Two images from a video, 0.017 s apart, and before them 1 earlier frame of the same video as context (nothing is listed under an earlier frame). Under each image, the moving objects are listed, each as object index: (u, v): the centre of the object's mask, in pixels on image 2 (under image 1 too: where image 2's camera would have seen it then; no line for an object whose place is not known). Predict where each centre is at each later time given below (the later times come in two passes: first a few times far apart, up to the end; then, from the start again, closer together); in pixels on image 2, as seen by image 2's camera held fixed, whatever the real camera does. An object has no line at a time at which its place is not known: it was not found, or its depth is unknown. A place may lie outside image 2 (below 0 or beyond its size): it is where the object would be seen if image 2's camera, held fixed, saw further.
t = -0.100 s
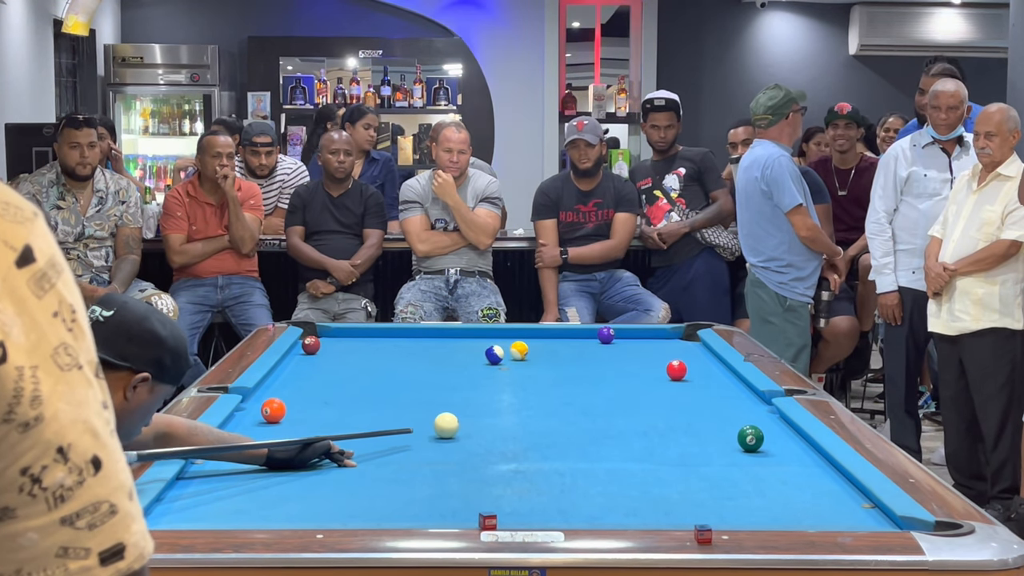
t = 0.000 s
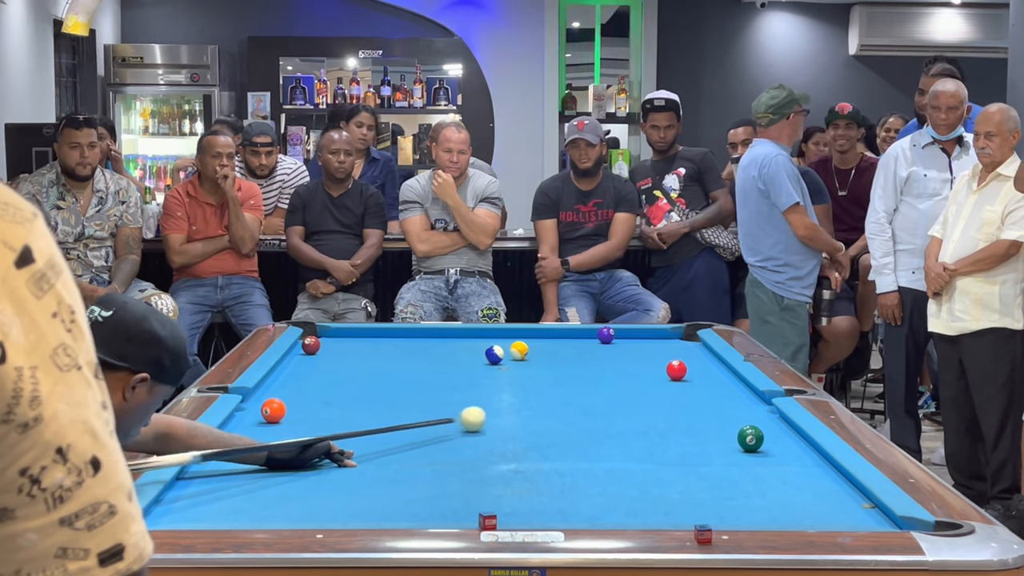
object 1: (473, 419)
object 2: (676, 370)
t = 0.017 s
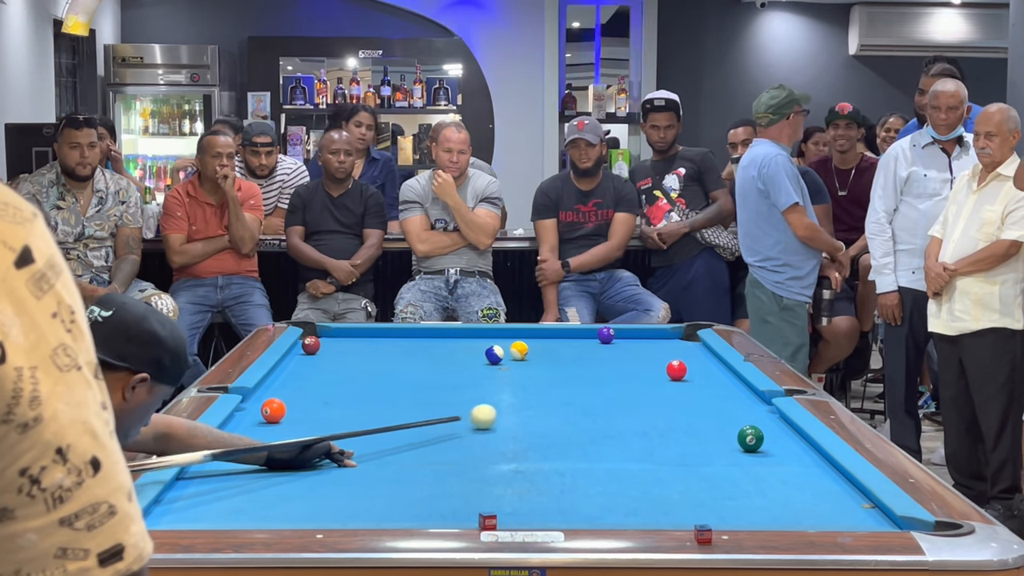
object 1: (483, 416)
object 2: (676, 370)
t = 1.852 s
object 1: (453, 360)
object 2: (678, 332)
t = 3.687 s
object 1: (389, 351)
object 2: (681, 333)
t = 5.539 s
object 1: (494, 343)
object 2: (681, 333)
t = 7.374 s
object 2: (681, 333)
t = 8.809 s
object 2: (681, 333)
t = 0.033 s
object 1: (493, 414)
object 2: (676, 370)
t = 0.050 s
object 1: (503, 412)
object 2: (676, 370)
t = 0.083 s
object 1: (521, 408)
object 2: (676, 370)
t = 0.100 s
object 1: (530, 406)
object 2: (676, 370)
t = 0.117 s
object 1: (538, 404)
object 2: (676, 370)
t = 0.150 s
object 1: (553, 401)
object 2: (676, 370)
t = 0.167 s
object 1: (561, 399)
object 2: (676, 370)
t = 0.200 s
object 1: (576, 396)
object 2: (676, 370)
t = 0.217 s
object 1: (584, 394)
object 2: (676, 370)
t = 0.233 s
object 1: (591, 392)
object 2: (676, 370)
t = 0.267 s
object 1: (605, 389)
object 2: (676, 370)
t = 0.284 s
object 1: (612, 387)
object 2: (676, 370)
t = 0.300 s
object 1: (619, 386)
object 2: (676, 370)
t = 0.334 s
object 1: (633, 383)
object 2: (676, 370)
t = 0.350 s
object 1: (640, 381)
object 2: (676, 370)
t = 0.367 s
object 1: (646, 380)
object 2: (676, 370)
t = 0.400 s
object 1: (659, 377)
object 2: (677, 369)
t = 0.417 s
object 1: (665, 375)
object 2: (679, 368)
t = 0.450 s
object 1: (678, 373)
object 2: (676, 362)
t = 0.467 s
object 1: (683, 373)
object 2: (674, 364)
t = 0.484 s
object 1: (688, 373)
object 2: (676, 365)
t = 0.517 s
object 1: (699, 373)
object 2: (679, 364)
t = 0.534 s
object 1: (704, 373)
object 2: (680, 363)
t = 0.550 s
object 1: (710, 373)
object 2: (681, 362)
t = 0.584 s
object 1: (721, 372)
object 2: (682, 360)
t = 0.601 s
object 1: (726, 372)
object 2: (682, 359)
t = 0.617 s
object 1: (725, 372)
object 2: (683, 358)
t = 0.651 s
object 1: (716, 371)
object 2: (684, 356)
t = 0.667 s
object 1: (712, 371)
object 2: (684, 355)
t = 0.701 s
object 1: (704, 371)
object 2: (685, 353)
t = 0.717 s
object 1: (700, 371)
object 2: (685, 353)
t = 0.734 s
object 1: (695, 371)
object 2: (686, 352)
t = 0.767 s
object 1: (687, 370)
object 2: (687, 350)
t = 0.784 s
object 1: (683, 370)
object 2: (687, 349)
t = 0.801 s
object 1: (679, 370)
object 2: (688, 348)
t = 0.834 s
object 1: (671, 370)
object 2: (688, 347)
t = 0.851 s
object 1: (667, 369)
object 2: (689, 346)
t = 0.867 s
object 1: (663, 369)
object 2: (689, 345)
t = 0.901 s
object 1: (655, 369)
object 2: (690, 343)
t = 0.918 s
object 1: (651, 369)
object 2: (691, 342)
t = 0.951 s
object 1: (643, 368)
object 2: (691, 341)
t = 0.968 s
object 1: (639, 368)
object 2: (692, 340)
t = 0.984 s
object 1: (635, 368)
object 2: (692, 340)
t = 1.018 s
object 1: (628, 367)
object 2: (692, 338)
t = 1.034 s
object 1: (624, 367)
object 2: (691, 338)
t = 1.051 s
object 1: (620, 367)
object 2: (690, 337)
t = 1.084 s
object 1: (612, 367)
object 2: (687, 336)
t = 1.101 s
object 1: (609, 367)
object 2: (686, 336)
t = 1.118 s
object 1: (605, 366)
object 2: (684, 335)
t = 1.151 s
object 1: (597, 366)
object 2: (682, 334)
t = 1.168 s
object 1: (593, 366)
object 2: (681, 334)
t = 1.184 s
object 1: (590, 366)
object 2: (679, 333)
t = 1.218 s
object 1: (583, 365)
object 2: (678, 332)
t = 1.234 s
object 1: (579, 365)
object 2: (679, 332)
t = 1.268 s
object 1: (572, 365)
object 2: (683, 332)
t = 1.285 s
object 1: (568, 365)
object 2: (684, 332)
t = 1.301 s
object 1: (564, 365)
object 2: (686, 332)
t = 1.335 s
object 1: (557, 364)
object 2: (689, 333)
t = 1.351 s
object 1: (554, 364)
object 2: (691, 333)
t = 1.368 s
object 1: (550, 364)
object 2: (692, 333)
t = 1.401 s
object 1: (543, 364)
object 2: (691, 333)
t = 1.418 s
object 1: (540, 363)
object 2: (691, 333)
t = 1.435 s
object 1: (536, 363)
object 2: (690, 333)
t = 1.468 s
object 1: (529, 363)
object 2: (689, 333)
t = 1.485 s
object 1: (526, 363)
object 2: (688, 333)
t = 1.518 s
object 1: (519, 362)
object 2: (687, 333)
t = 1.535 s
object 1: (516, 362)
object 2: (687, 333)
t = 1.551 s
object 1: (512, 362)
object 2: (686, 332)
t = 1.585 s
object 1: (506, 362)
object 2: (684, 333)
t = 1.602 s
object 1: (502, 362)
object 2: (683, 332)
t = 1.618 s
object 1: (499, 362)
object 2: (682, 332)
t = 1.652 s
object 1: (492, 361)
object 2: (681, 332)
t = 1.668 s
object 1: (489, 361)
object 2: (680, 332)
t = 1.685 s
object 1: (485, 361)
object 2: (679, 332)
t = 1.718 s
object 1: (479, 361)
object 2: (678, 332)
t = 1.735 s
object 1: (476, 360)
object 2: (678, 332)
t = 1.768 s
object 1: (469, 360)
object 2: (678, 332)
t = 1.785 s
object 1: (466, 360)
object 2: (678, 332)
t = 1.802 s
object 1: (463, 360)
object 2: (678, 332)
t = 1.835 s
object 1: (456, 360)
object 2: (678, 332)
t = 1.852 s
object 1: (453, 360)
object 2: (678, 332)
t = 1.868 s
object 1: (450, 360)
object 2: (678, 332)
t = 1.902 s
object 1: (444, 359)
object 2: (678, 332)
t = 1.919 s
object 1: (440, 359)
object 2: (679, 332)
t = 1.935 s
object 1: (437, 359)
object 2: (679, 332)
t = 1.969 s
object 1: (431, 359)
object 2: (679, 332)
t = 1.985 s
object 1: (428, 358)
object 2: (679, 332)
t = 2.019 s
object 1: (422, 358)
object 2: (679, 332)
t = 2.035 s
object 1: (419, 358)
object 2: (679, 332)
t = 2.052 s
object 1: (416, 358)
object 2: (679, 332)
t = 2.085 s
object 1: (410, 358)
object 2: (679, 332)
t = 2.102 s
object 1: (407, 358)
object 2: (680, 332)
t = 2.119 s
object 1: (404, 358)
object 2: (680, 332)
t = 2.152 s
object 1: (398, 357)
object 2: (680, 332)
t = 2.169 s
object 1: (395, 357)
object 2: (680, 333)
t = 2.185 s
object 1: (392, 357)
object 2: (680, 333)
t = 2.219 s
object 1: (386, 357)
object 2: (680, 333)
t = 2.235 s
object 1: (383, 357)
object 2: (680, 333)
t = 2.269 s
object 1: (377, 356)
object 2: (681, 333)
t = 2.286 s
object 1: (374, 356)
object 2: (681, 333)
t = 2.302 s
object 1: (372, 356)
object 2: (681, 333)
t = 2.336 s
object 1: (366, 356)
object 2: (681, 333)
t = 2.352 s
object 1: (363, 356)
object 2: (681, 333)
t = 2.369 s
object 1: (360, 356)
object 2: (681, 333)
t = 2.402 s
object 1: (355, 356)
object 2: (681, 333)
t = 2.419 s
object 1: (352, 356)
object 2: (681, 333)
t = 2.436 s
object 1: (349, 355)
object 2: (681, 333)
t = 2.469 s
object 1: (343, 355)
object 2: (681, 333)
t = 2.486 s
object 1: (340, 355)
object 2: (681, 333)
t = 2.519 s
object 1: (335, 355)
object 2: (681, 333)
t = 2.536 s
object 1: (332, 355)
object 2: (681, 333)
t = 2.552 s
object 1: (330, 355)
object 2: (681, 333)
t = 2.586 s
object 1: (324, 354)
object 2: (681, 333)
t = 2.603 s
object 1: (321, 354)
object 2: (681, 333)
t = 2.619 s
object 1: (319, 354)
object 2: (681, 333)
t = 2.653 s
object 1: (314, 354)
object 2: (681, 333)
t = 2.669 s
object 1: (311, 354)
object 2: (681, 333)
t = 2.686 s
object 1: (309, 353)
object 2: (681, 333)
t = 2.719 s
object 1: (304, 353)
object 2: (681, 333)
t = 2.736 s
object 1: (301, 353)
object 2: (681, 333)
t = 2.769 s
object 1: (296, 353)
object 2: (681, 333)
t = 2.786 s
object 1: (296, 353)
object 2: (681, 333)
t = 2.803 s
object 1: (297, 353)
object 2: (681, 333)
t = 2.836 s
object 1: (302, 353)
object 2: (681, 333)
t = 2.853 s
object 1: (303, 353)
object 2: (681, 333)
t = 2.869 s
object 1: (305, 353)
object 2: (681, 333)
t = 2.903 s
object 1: (309, 353)
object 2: (681, 333)
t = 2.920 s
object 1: (311, 352)
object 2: (681, 333)
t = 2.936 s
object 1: (313, 352)
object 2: (681, 333)
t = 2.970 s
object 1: (317, 352)
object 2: (681, 333)
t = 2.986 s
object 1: (319, 352)
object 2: (681, 333)
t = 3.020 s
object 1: (322, 352)
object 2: (681, 333)
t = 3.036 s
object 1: (324, 352)
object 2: (681, 333)
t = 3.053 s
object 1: (326, 352)
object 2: (681, 333)
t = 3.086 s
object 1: (330, 352)
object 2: (681, 333)
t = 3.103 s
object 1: (332, 352)
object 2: (681, 333)
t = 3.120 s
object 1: (334, 352)
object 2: (681, 333)
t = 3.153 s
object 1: (337, 352)
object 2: (681, 333)
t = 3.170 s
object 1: (339, 352)
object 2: (681, 333)
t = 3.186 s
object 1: (341, 352)
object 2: (681, 333)
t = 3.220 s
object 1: (344, 352)
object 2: (681, 333)
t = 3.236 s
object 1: (346, 352)
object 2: (681, 333)
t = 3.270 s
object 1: (350, 351)
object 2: (681, 333)
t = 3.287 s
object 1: (351, 352)
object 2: (681, 333)
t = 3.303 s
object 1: (353, 351)
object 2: (681, 333)
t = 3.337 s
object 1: (356, 351)
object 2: (681, 333)
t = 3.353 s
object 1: (358, 351)
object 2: (681, 333)
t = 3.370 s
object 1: (360, 351)
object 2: (681, 333)
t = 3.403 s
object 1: (363, 351)
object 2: (681, 333)
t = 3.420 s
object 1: (365, 351)
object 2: (681, 333)
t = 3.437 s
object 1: (366, 351)
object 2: (681, 333)
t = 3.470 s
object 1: (369, 351)
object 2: (681, 333)
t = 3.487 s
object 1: (371, 351)
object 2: (681, 333)
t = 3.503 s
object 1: (373, 351)
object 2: (681, 333)
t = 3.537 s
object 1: (376, 351)
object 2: (681, 333)
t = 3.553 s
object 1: (377, 351)
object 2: (681, 333)
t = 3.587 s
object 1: (380, 351)
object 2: (681, 333)
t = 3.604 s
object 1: (382, 351)
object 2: (681, 333)
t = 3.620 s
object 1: (383, 351)
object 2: (681, 333)
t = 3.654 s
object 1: (387, 351)
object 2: (681, 333)
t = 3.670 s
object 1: (388, 351)
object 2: (681, 333)
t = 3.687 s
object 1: (389, 351)
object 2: (681, 333)
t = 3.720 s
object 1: (392, 351)
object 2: (681, 333)
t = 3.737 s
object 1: (394, 351)
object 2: (681, 333)
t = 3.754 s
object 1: (395, 350)
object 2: (681, 333)
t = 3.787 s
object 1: (398, 350)
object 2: (681, 333)
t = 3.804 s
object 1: (400, 350)
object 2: (681, 333)
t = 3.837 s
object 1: (402, 350)
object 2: (681, 333)
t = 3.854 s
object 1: (404, 350)
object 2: (681, 333)
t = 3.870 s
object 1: (405, 350)
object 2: (681, 333)
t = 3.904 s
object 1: (408, 350)
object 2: (681, 333)
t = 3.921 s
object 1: (409, 350)
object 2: (681, 333)
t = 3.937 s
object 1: (410, 350)
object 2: (681, 333)
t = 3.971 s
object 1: (413, 350)
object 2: (681, 333)
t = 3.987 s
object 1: (414, 350)
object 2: (681, 333)
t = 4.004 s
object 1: (416, 350)
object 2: (681, 333)
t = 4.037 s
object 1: (418, 350)
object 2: (681, 333)
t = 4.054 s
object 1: (419, 350)
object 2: (681, 333)
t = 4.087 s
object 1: (422, 350)
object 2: (681, 333)
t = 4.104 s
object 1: (423, 350)
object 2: (681, 333)
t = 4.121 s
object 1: (424, 350)
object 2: (681, 333)
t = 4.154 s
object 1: (427, 349)
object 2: (681, 333)
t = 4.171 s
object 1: (428, 350)
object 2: (681, 333)
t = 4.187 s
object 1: (429, 350)
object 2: (681, 333)
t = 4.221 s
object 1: (431, 350)
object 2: (681, 333)
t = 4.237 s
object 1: (433, 350)
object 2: (681, 333)
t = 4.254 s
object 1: (434, 349)
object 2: (681, 333)
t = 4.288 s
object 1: (436, 349)
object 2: (681, 333)
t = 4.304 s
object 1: (437, 350)
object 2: (681, 333)
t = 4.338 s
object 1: (439, 350)
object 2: (681, 333)
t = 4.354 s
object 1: (440, 349)
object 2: (681, 333)
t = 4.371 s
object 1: (441, 349)
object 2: (681, 333)
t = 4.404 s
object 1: (444, 349)
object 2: (681, 333)
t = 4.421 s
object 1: (445, 349)
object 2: (681, 333)
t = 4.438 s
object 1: (446, 349)
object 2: (681, 333)
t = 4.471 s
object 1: (448, 349)
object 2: (681, 333)
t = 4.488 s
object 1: (449, 349)
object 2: (681, 333)
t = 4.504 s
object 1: (450, 349)
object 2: (681, 333)
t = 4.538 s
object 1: (452, 349)
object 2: (681, 333)
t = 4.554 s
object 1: (452, 349)
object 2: (681, 333)
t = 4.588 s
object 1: (454, 349)
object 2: (681, 333)
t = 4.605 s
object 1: (455, 349)
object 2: (681, 333)
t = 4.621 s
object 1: (456, 349)
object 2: (681, 333)
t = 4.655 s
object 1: (458, 349)
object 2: (681, 333)
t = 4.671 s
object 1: (459, 349)
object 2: (681, 333)
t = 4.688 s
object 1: (460, 349)
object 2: (681, 333)
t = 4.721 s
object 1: (462, 349)
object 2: (681, 333)
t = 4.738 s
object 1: (463, 349)
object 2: (681, 333)
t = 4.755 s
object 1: (464, 349)
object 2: (681, 333)
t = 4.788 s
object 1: (465, 349)
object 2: (681, 333)
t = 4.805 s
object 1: (466, 349)
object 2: (681, 333)
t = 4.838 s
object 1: (468, 349)
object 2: (681, 333)
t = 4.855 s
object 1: (469, 349)
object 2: (681, 333)
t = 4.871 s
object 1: (470, 349)
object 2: (681, 333)
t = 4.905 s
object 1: (471, 349)
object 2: (681, 333)
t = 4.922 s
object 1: (472, 349)
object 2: (681, 333)
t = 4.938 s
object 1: (473, 349)
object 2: (681, 333)
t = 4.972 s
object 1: (474, 349)
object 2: (681, 333)
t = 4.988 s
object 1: (475, 349)
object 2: (681, 333)
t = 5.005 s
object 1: (475, 349)
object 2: (681, 333)
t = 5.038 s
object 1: (477, 348)
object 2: (681, 333)
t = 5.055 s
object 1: (477, 349)
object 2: (681, 333)
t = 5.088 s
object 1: (479, 349)
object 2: (681, 333)
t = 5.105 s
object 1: (479, 348)
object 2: (681, 333)
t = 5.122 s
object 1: (479, 348)
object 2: (681, 333)
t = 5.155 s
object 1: (480, 348)
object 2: (681, 333)
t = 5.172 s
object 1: (481, 348)
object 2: (681, 333)
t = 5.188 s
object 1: (481, 348)
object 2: (681, 333)
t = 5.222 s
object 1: (482, 347)
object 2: (681, 333)
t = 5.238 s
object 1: (483, 347)
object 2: (681, 333)
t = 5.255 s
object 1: (483, 347)
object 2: (681, 333)
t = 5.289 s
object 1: (484, 347)
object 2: (681, 333)
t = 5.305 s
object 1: (485, 347)
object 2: (681, 333)
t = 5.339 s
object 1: (486, 346)
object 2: (681, 333)
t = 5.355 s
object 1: (486, 346)
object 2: (681, 333)
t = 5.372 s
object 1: (487, 346)
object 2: (681, 333)
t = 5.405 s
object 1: (488, 345)
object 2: (681, 333)
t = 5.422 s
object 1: (488, 345)
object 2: (681, 333)
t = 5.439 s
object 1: (489, 345)
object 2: (681, 333)
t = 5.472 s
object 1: (490, 344)
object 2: (681, 333)
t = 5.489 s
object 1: (492, 344)
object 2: (681, 333)
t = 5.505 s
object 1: (492, 344)
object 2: (681, 333)
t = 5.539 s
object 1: (494, 343)
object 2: (681, 333)
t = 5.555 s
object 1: (494, 343)
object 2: (681, 333)
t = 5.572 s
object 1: (495, 343)
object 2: (681, 333)
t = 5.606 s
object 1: (496, 343)
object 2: (681, 333)
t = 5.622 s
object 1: (497, 343)
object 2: (681, 333)
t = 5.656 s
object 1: (498, 344)
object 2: (681, 333)
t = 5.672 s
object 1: (498, 344)
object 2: (681, 333)
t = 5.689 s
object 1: (499, 344)
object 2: (681, 333)
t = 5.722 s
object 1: (500, 344)
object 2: (681, 333)
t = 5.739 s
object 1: (500, 344)
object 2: (681, 333)
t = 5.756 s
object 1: (501, 344)
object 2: (681, 333)
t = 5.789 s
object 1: (501, 345)
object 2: (681, 333)
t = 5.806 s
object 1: (502, 345)
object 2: (681, 333)
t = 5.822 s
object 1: (502, 345)
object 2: (681, 333)
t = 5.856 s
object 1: (503, 345)
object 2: (681, 333)
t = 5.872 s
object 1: (503, 345)
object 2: (681, 333)
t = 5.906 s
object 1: (503, 346)
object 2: (681, 333)
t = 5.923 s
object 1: (503, 346)
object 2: (681, 333)
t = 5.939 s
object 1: (504, 346)
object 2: (681, 333)
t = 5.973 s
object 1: (504, 346)
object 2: (681, 333)
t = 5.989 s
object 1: (504, 346)
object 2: (681, 333)
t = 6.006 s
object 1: (504, 346)
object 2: (681, 333)
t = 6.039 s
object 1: (504, 346)
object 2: (681, 333)
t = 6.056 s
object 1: (504, 346)
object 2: (681, 333)
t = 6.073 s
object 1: (504, 346)
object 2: (681, 333)
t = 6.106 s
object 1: (505, 346)
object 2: (681, 333)
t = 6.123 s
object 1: (505, 346)
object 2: (681, 333)
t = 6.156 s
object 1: (505, 346)
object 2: (681, 333)
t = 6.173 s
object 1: (505, 346)
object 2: (681, 333)
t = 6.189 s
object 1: (505, 347)
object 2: (681, 333)
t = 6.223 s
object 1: (505, 347)
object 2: (681, 333)
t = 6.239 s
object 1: (505, 347)
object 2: (681, 333)
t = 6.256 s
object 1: (505, 347)
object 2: (681, 333)
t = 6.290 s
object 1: (505, 347)
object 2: (681, 333)
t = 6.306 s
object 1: (505, 347)
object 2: (681, 333)
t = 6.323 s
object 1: (505, 347)
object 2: (681, 333)
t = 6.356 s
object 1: (505, 347)
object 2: (681, 333)
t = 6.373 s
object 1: (505, 347)
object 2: (681, 333)
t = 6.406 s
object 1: (505, 347)
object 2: (681, 333)
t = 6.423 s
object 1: (505, 347)
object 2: (681, 333)
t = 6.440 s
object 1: (505, 347)
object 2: (681, 333)
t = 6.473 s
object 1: (505, 347)
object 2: (682, 333)
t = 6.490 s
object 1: (505, 347)
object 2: (682, 333)
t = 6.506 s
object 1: (505, 347)
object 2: (681, 333)
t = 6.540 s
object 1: (505, 347)
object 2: (681, 333)
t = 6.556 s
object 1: (505, 347)
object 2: (681, 333)
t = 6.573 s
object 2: (682, 333)
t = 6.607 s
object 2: (682, 333)
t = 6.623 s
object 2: (682, 333)
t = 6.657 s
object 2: (681, 333)
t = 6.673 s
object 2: (681, 333)
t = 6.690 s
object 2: (681, 333)
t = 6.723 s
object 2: (681, 333)
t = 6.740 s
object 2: (681, 333)
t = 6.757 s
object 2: (681, 333)
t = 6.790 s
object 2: (681, 333)
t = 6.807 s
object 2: (681, 333)
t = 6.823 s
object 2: (681, 333)
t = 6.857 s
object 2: (681, 333)
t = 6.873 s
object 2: (681, 333)
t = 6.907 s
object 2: (681, 333)
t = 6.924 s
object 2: (681, 333)
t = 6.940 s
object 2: (681, 333)
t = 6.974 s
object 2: (681, 333)
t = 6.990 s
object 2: (681, 333)
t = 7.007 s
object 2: (681, 333)
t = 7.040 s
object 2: (681, 333)
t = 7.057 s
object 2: (681, 333)
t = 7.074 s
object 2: (681, 333)
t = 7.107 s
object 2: (681, 333)
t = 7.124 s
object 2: (681, 333)
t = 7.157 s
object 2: (681, 333)
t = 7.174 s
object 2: (681, 333)
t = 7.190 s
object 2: (681, 333)
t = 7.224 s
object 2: (681, 333)
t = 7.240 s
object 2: (681, 333)
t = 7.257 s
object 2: (681, 333)
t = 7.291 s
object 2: (681, 333)
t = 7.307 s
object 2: (681, 333)
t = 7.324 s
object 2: (681, 333)
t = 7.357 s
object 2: (681, 333)
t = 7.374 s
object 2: (681, 333)
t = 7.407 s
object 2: (681, 333)
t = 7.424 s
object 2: (681, 333)
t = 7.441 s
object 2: (681, 333)
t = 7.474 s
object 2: (681, 333)
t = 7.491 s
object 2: (681, 333)
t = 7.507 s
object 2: (681, 333)
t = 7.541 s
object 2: (681, 333)
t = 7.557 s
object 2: (681, 333)
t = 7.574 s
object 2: (681, 333)
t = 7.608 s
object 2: (681, 333)
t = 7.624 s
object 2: (681, 333)
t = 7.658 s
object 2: (681, 333)
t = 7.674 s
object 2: (681, 333)
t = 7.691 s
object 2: (681, 333)
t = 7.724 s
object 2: (681, 333)
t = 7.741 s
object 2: (681, 333)
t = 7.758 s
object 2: (681, 333)
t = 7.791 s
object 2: (681, 333)
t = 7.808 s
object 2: (681, 333)
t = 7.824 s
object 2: (681, 333)
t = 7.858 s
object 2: (681, 333)
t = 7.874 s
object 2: (681, 333)
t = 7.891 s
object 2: (681, 333)
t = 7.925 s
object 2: (681, 333)
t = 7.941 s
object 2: (681, 333)
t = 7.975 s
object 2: (681, 333)
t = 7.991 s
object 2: (681, 333)
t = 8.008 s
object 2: (681, 332)
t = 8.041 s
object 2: (681, 332)
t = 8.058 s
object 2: (681, 332)
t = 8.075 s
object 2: (681, 332)
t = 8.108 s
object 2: (680, 332)
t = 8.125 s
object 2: (680, 332)
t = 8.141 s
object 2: (680, 332)
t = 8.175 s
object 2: (680, 332)
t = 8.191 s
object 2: (680, 332)
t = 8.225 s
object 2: (680, 332)
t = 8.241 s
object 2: (680, 332)
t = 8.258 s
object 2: (681, 332)
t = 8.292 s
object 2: (681, 333)
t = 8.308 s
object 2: (681, 333)
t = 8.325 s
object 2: (680, 333)
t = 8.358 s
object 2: (680, 332)
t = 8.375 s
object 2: (681, 332)
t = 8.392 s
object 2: (681, 333)
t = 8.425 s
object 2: (681, 333)
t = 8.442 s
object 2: (681, 333)
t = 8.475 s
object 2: (681, 333)
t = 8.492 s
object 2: (681, 333)
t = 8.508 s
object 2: (681, 333)
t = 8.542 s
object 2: (681, 333)
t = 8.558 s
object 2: (681, 333)
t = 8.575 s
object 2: (681, 333)
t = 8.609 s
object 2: (681, 333)
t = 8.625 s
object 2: (681, 333)
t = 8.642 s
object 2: (682, 333)
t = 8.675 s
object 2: (681, 333)
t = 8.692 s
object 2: (682, 333)
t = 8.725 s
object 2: (682, 333)
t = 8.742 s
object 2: (681, 333)
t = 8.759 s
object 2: (681, 333)
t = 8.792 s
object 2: (681, 333)
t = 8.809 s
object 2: (681, 333)
